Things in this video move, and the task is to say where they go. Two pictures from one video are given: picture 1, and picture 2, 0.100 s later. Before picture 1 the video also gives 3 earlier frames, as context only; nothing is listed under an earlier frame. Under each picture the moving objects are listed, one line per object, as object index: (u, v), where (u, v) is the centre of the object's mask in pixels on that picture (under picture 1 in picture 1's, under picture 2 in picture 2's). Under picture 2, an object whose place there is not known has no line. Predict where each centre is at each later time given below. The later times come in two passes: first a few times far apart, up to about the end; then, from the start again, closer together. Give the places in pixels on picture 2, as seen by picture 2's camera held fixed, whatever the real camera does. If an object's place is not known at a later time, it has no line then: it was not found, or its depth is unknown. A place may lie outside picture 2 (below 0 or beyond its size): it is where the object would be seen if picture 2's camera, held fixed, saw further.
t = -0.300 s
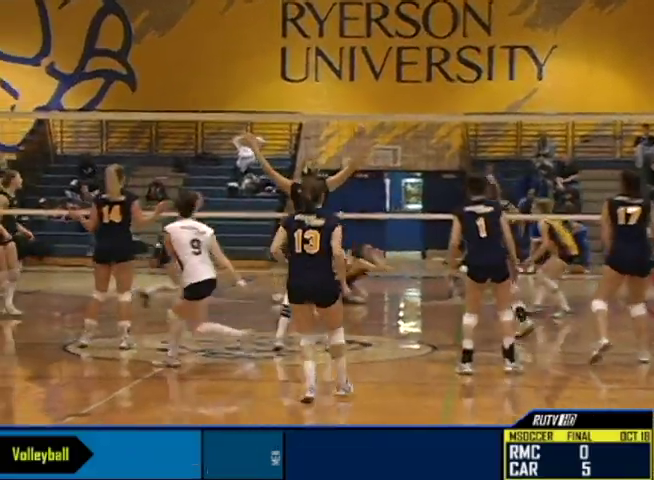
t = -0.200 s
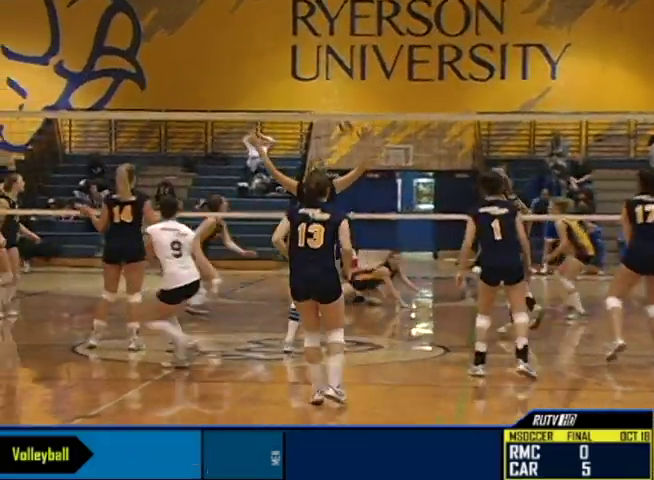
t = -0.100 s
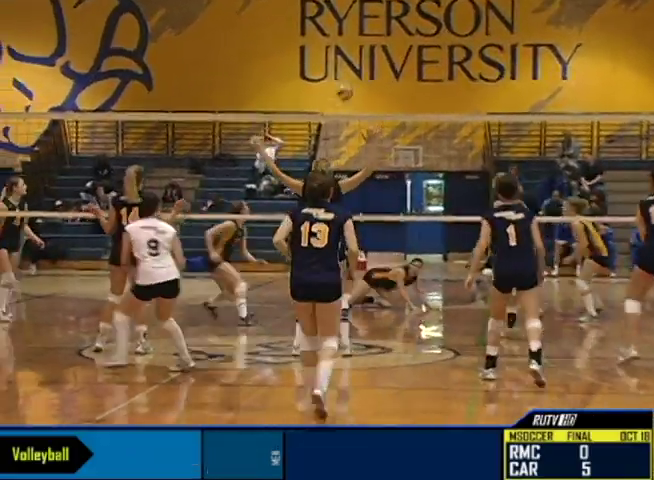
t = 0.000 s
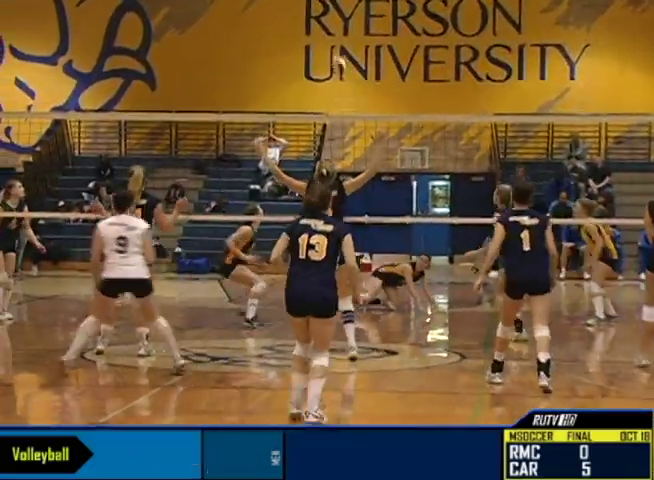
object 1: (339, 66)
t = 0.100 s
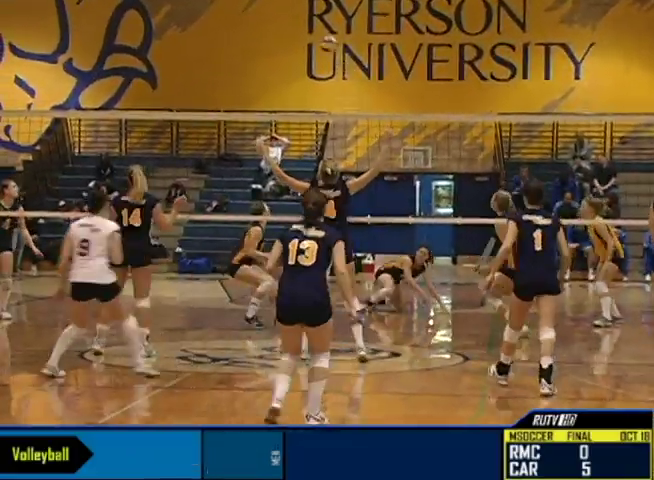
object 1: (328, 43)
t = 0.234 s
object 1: (312, 29)
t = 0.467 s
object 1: (276, 41)
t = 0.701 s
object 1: (245, 99)
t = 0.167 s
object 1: (319, 35)
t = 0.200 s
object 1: (314, 33)
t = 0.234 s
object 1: (312, 29)
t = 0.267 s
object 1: (306, 28)
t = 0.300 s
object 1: (302, 28)
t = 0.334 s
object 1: (296, 29)
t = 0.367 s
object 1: (292, 31)
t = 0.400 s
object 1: (286, 33)
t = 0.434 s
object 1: (282, 36)
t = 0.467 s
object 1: (276, 41)
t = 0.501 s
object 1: (272, 47)
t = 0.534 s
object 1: (268, 52)
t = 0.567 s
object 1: (263, 60)
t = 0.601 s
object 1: (258, 67)
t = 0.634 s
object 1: (253, 77)
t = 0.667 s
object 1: (250, 88)
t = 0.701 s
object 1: (245, 99)
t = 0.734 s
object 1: (240, 107)
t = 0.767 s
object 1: (235, 126)
